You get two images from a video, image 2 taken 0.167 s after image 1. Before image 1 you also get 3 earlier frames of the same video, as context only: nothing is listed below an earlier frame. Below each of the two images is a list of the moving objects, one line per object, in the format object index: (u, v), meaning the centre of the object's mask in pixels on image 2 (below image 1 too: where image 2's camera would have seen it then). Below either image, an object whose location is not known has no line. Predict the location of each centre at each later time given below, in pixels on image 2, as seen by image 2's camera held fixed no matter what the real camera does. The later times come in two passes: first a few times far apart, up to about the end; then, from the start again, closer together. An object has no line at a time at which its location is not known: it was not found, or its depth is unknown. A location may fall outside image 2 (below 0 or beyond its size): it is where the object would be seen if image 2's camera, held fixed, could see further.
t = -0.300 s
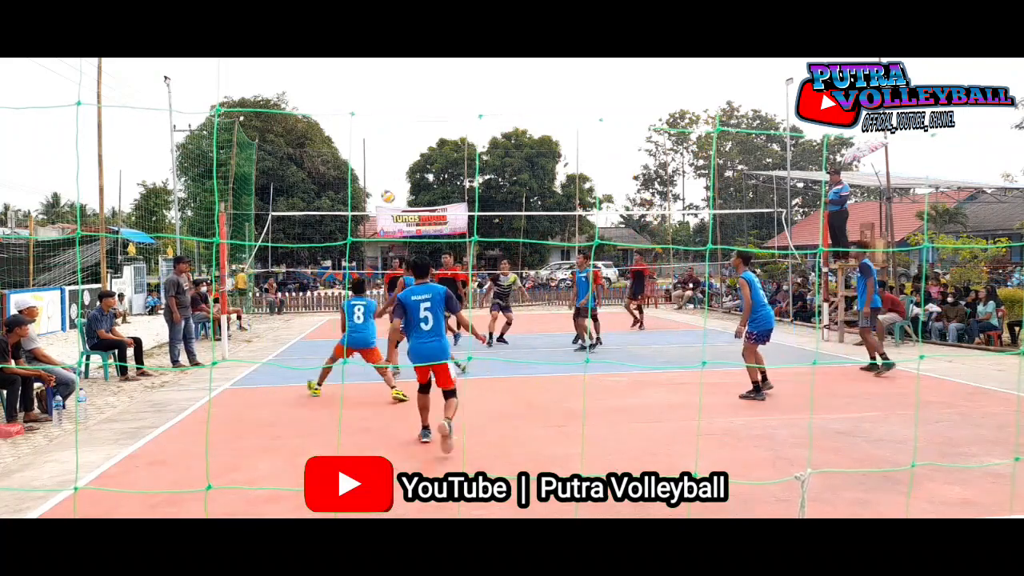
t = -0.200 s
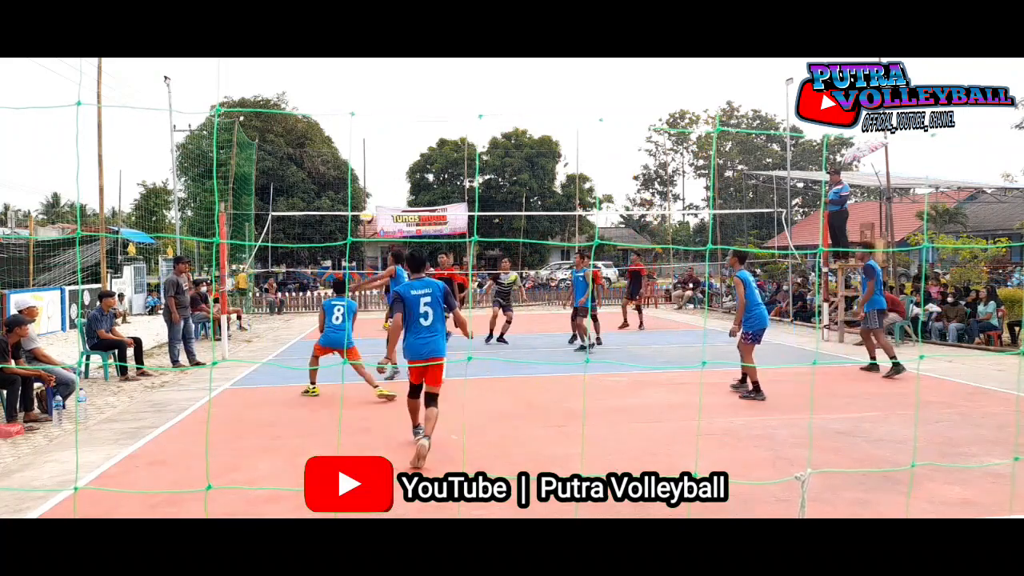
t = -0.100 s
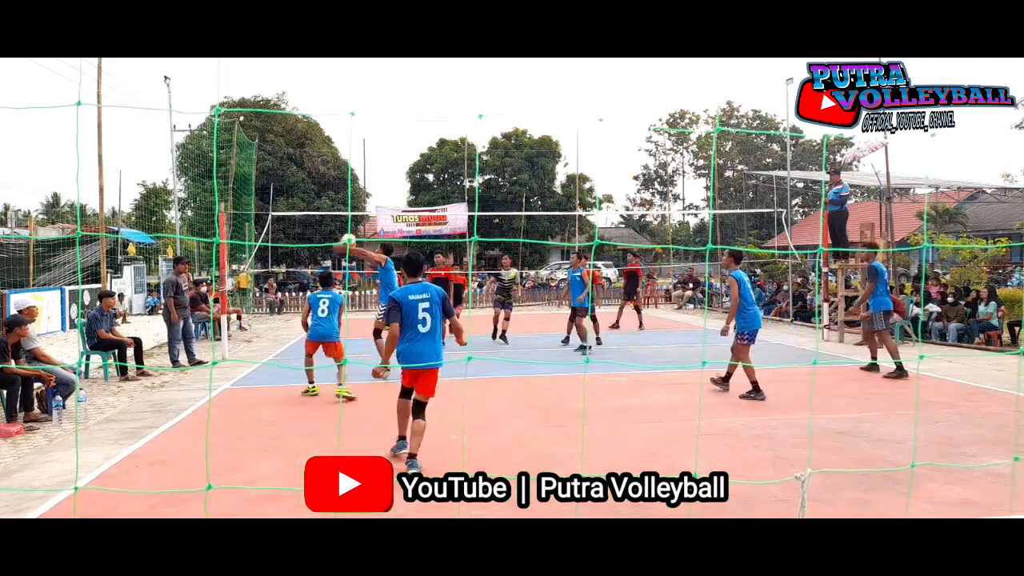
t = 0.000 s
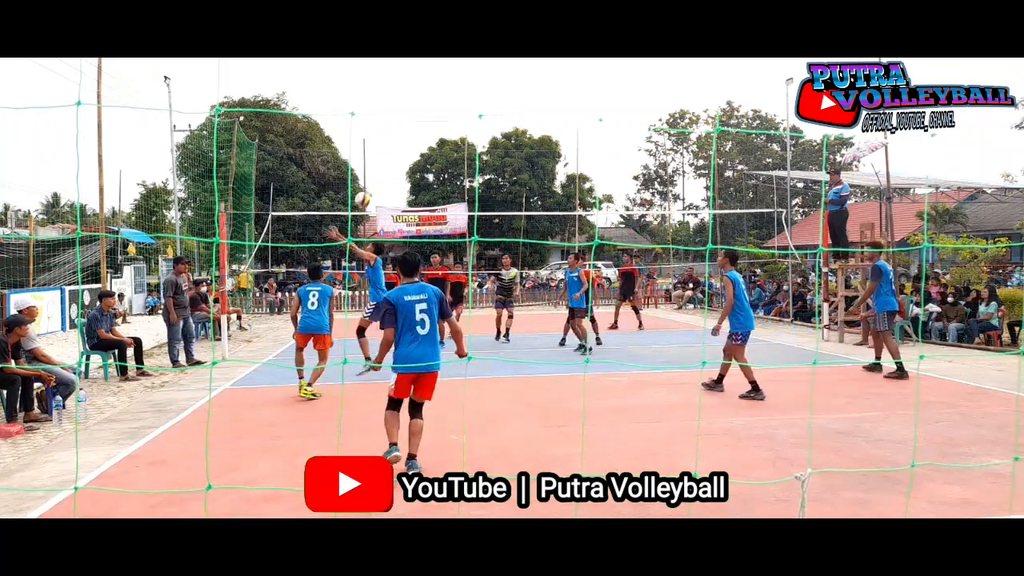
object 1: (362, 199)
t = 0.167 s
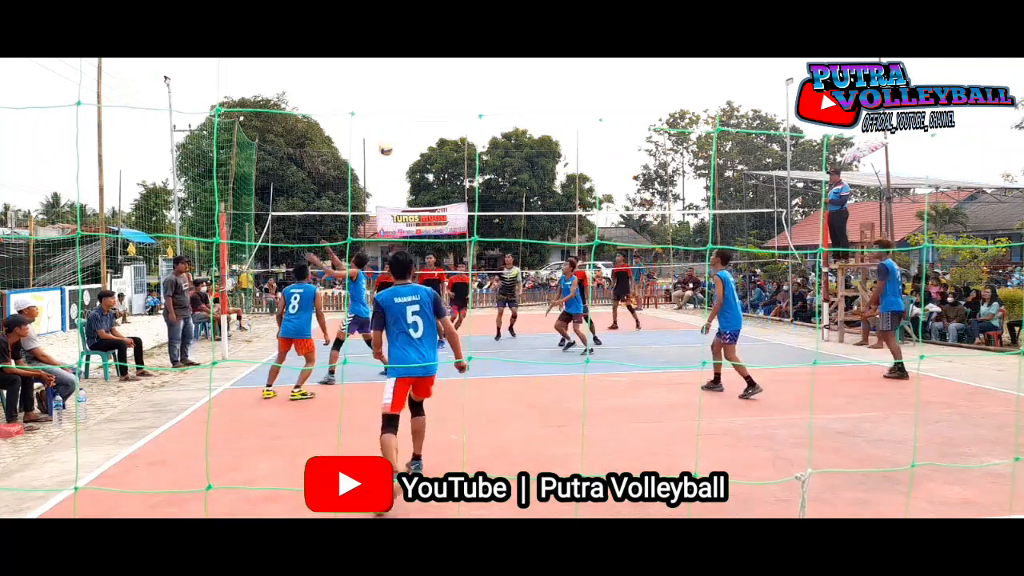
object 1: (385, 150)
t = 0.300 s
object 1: (403, 125)
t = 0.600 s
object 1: (440, 115)
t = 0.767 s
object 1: (459, 133)
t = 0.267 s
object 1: (399, 130)
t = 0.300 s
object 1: (403, 125)
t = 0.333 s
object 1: (407, 121)
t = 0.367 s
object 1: (411, 117)
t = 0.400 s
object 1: (416, 114)
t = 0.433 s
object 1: (420, 114)
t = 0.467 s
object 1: (424, 113)
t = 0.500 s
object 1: (428, 112)
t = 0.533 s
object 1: (432, 112)
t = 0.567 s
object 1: (436, 114)
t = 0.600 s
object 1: (440, 115)
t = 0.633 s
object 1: (444, 117)
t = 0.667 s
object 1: (447, 120)
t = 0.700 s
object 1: (451, 124)
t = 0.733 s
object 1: (455, 129)
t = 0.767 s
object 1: (459, 133)
